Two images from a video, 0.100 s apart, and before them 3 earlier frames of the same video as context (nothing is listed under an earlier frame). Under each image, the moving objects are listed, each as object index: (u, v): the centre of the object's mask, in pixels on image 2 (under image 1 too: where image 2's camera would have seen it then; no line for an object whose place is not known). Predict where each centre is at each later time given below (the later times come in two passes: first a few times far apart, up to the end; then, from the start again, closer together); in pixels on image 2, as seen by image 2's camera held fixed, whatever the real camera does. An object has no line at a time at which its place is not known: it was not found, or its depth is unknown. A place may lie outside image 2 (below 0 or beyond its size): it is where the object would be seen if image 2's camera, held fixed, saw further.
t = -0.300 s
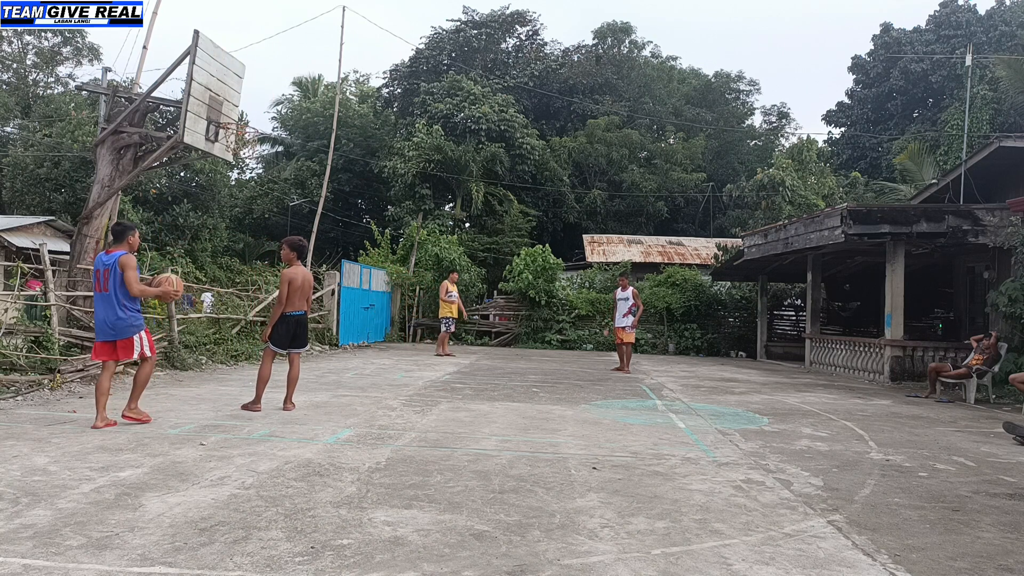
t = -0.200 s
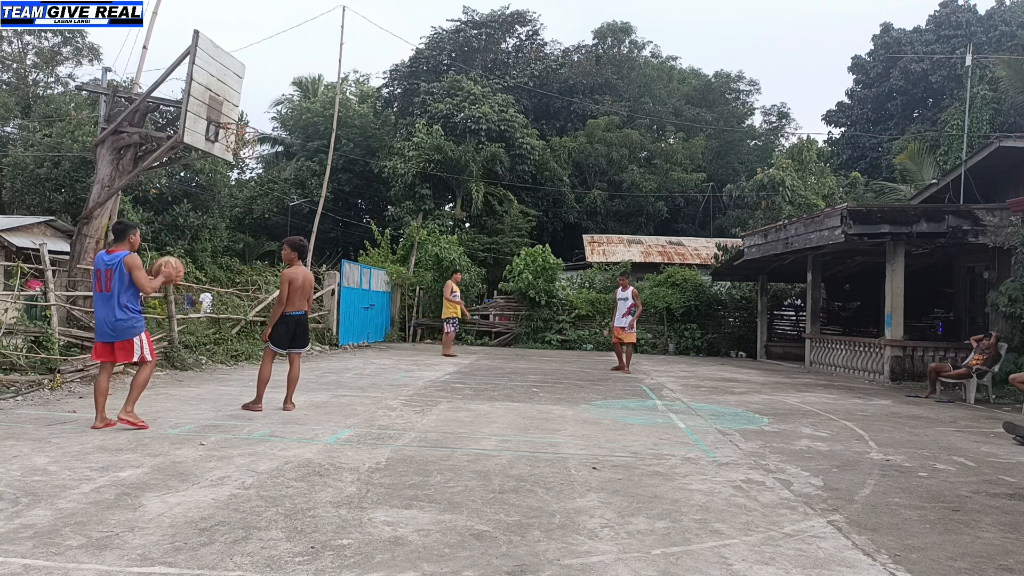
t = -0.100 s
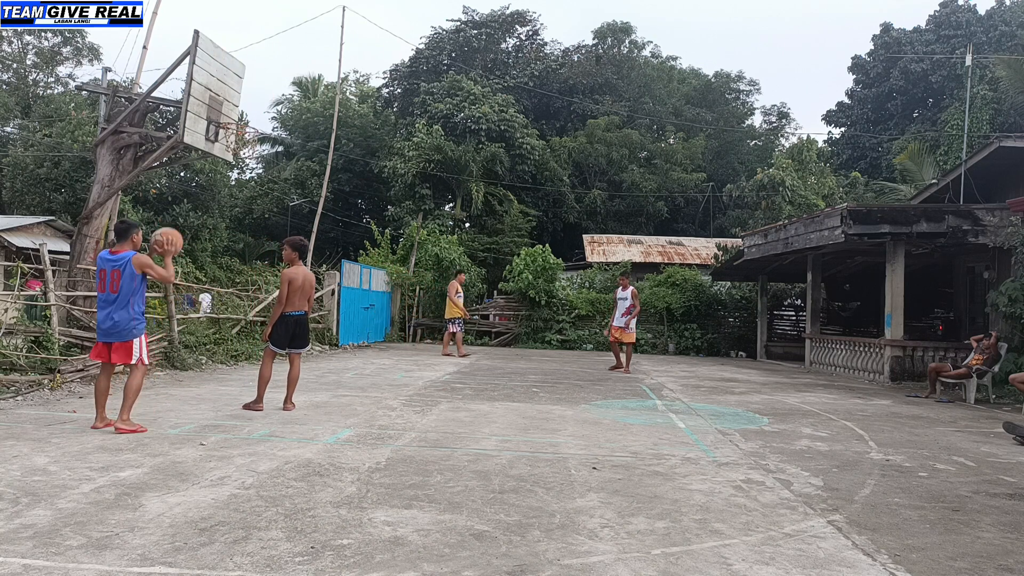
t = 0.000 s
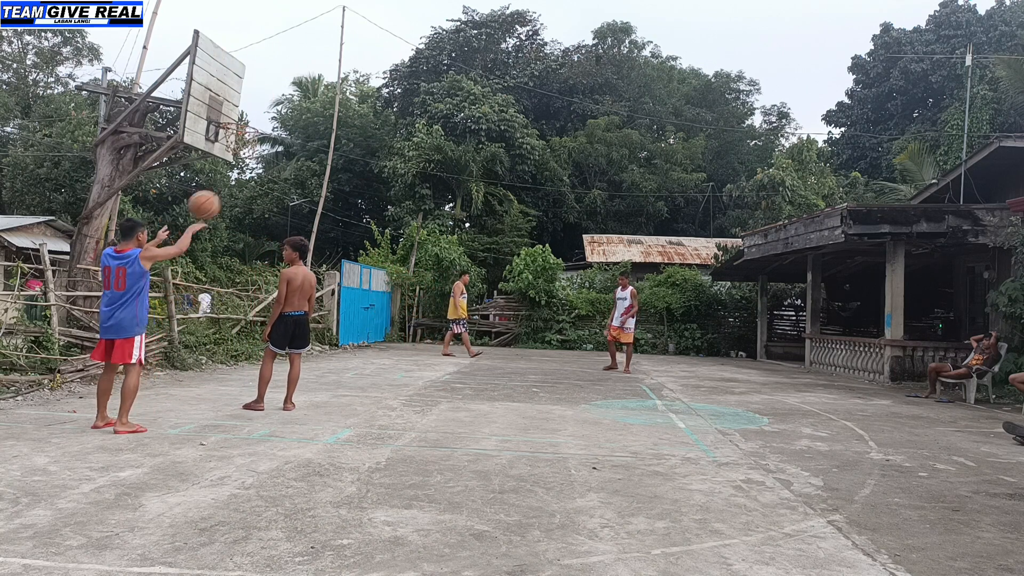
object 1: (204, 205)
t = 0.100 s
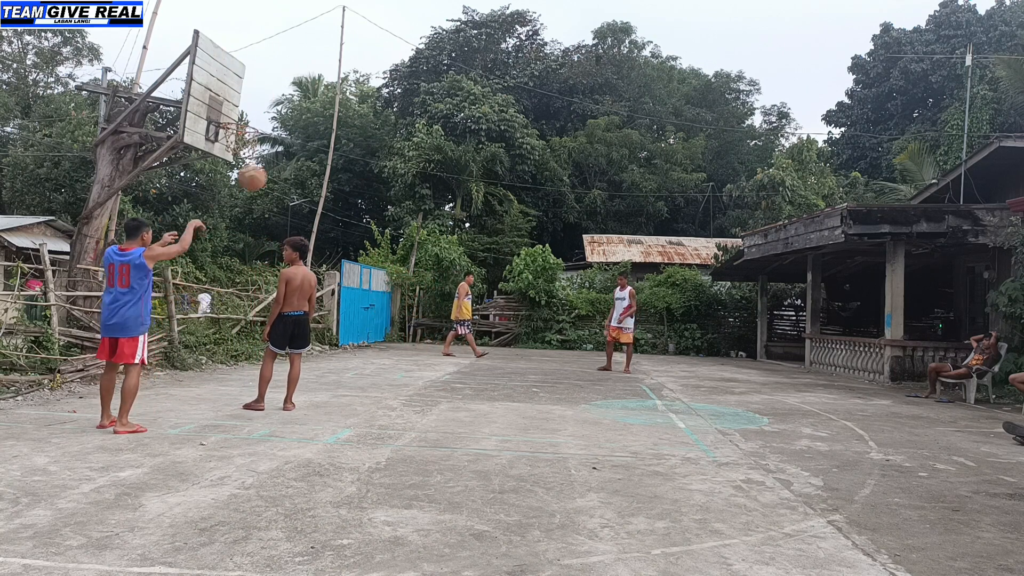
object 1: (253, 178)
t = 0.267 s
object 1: (318, 159)
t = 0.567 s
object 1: (407, 191)
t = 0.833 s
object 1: (464, 267)
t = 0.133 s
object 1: (268, 171)
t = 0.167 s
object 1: (280, 166)
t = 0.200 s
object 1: (294, 163)
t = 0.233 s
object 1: (306, 160)
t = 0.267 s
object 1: (318, 159)
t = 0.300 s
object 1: (330, 159)
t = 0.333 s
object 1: (342, 160)
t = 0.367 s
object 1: (352, 162)
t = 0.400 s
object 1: (362, 165)
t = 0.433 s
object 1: (371, 168)
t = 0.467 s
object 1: (381, 173)
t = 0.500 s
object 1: (390, 178)
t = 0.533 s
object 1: (399, 185)
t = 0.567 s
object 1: (407, 191)
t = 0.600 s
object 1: (415, 198)
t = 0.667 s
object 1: (430, 214)
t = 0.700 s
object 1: (438, 224)
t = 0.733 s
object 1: (445, 234)
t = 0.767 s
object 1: (452, 245)
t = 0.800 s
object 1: (458, 255)
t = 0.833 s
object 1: (464, 267)
